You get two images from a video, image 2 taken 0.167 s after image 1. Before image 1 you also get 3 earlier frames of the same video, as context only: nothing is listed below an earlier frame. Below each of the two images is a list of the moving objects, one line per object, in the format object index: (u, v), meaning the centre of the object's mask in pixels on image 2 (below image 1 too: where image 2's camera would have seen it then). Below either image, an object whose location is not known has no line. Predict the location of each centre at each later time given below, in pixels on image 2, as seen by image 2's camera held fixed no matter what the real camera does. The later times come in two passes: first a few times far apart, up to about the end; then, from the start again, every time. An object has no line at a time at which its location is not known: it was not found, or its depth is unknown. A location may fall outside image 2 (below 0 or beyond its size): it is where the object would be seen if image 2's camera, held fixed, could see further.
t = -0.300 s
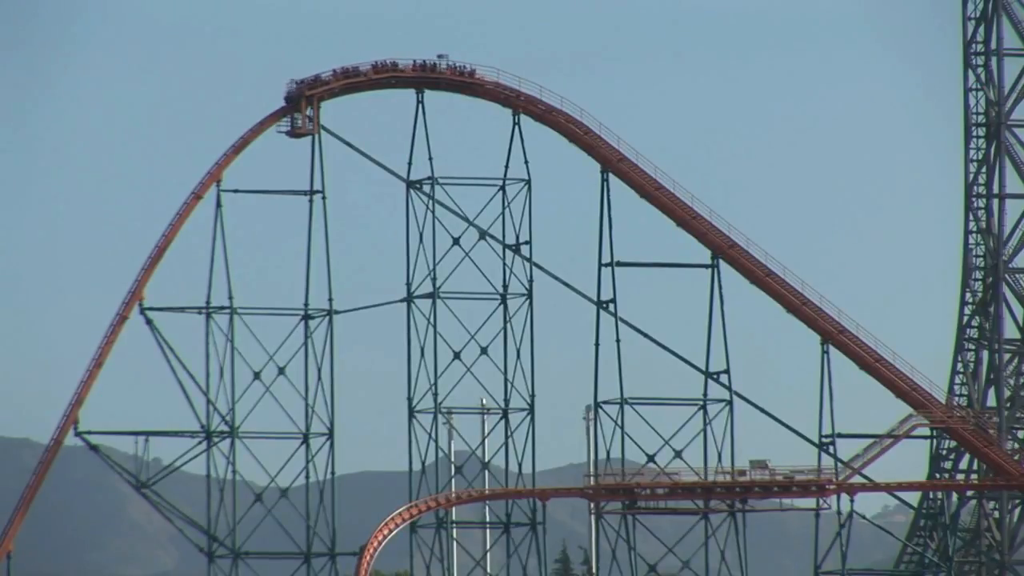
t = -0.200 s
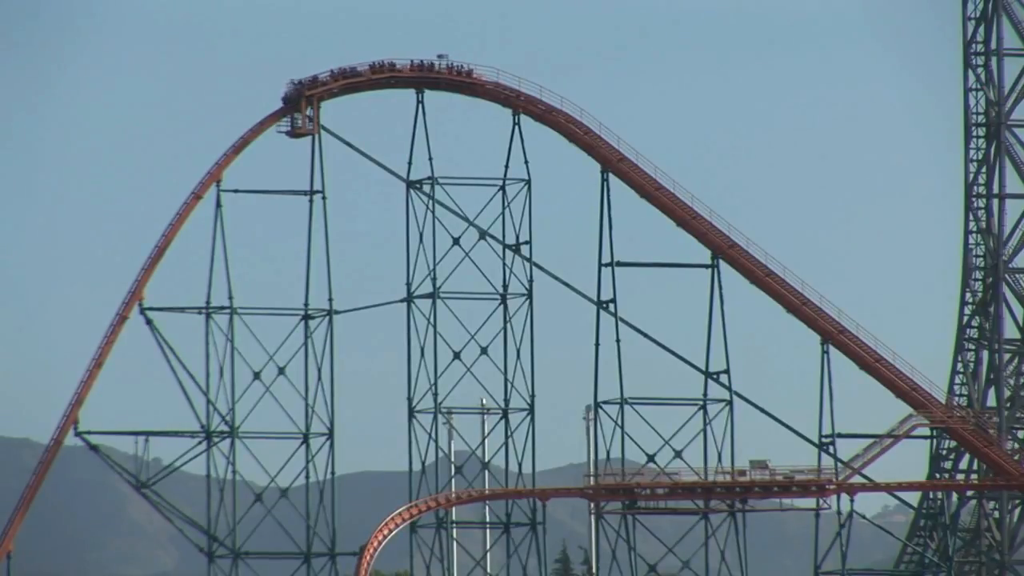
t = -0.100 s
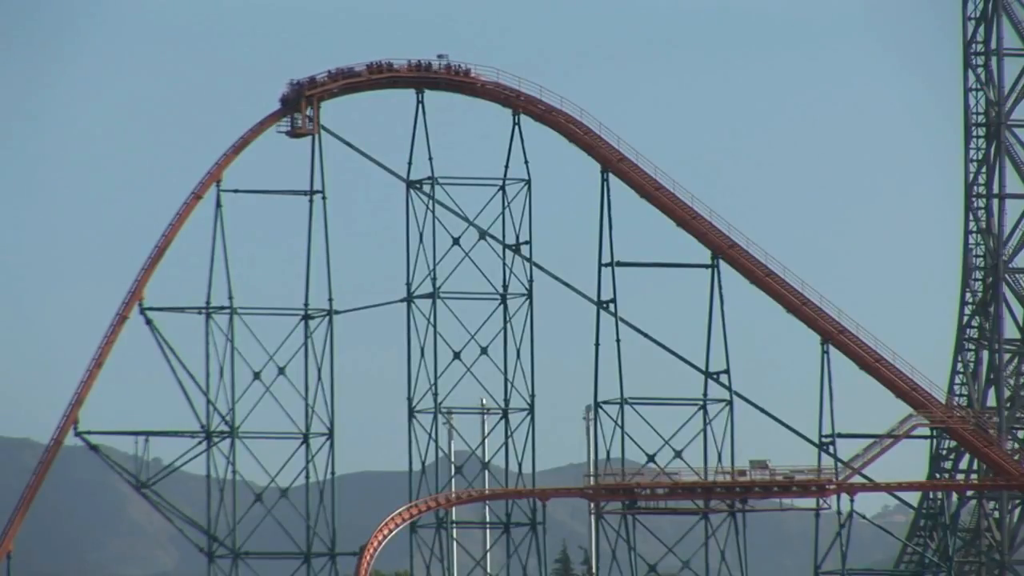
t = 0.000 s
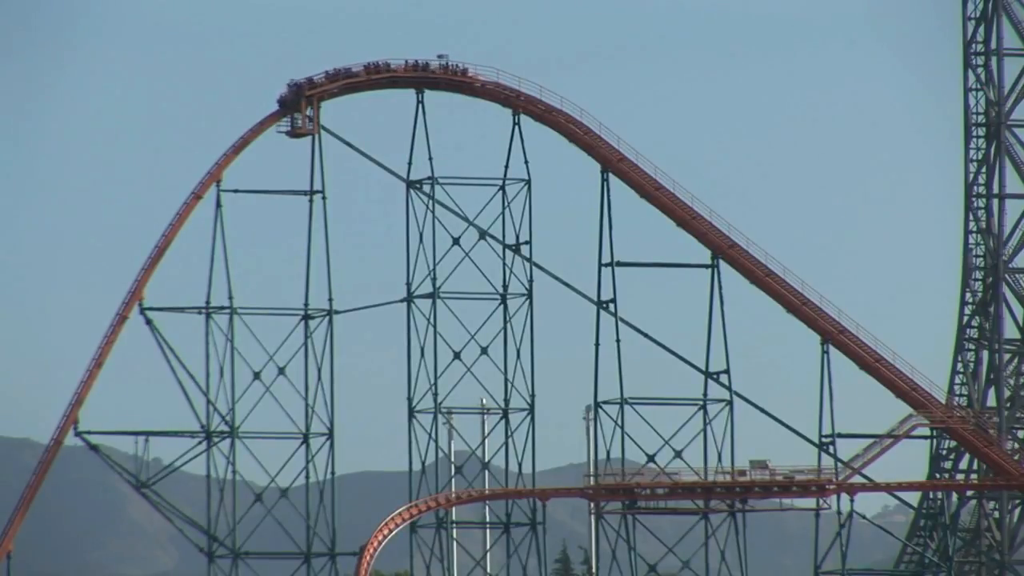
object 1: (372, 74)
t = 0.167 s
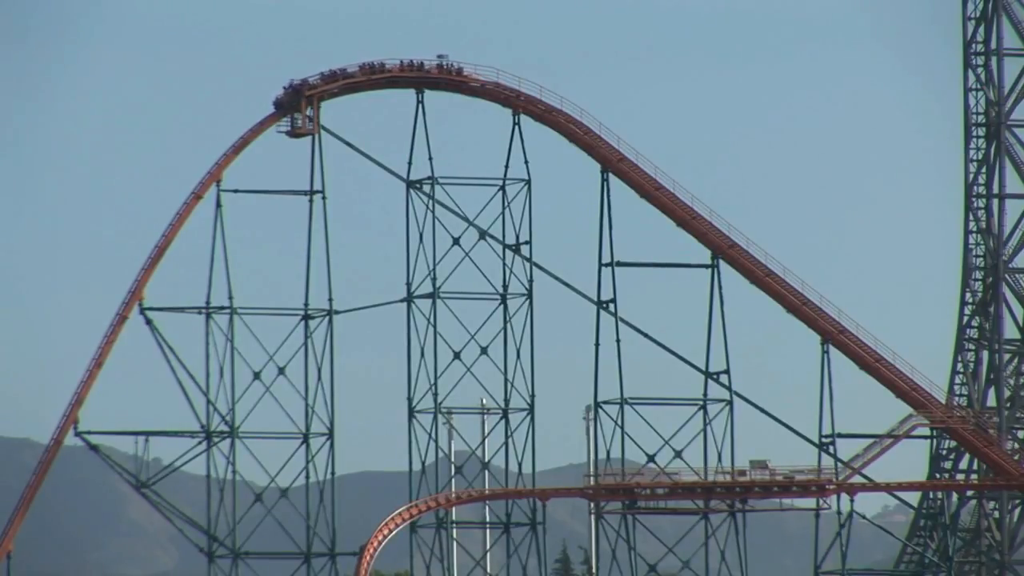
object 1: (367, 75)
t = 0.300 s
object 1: (361, 77)
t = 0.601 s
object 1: (352, 78)
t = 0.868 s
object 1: (345, 80)
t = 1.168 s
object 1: (335, 82)
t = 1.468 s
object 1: (324, 86)
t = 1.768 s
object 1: (288, 102)
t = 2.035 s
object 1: (268, 114)
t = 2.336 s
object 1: (244, 132)
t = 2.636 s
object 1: (220, 155)
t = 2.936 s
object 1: (192, 187)
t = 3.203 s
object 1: (164, 226)
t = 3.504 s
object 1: (131, 279)
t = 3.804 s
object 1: (96, 342)
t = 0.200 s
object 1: (366, 75)
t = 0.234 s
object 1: (364, 76)
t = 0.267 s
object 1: (362, 76)
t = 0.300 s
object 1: (361, 77)
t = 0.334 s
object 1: (361, 76)
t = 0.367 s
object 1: (361, 76)
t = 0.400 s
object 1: (360, 76)
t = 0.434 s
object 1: (359, 76)
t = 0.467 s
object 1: (357, 77)
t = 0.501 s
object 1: (355, 78)
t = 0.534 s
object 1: (354, 78)
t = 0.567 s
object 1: (352, 79)
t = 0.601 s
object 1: (352, 78)
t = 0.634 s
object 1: (352, 78)
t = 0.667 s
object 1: (351, 78)
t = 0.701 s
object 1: (349, 79)
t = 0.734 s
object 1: (349, 79)
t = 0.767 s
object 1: (347, 79)
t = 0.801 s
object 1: (348, 79)
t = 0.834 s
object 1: (346, 79)
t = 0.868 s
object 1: (345, 80)
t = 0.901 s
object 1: (342, 81)
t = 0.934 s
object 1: (342, 81)
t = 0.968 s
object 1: (341, 81)
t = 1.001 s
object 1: (339, 82)
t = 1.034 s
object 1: (338, 82)
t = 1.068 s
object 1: (338, 83)
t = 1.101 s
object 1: (337, 83)
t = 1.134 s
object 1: (337, 83)
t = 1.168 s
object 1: (335, 82)
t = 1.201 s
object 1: (335, 83)
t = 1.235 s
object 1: (334, 83)
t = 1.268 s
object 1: (333, 84)
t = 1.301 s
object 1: (330, 85)
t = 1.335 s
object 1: (329, 86)
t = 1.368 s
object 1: (326, 86)
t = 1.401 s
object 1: (327, 86)
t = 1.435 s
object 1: (326, 86)
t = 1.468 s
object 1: (324, 86)
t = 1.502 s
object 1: (320, 88)
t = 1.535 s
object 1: (322, 87)
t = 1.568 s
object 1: (319, 88)
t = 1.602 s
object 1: (306, 91)
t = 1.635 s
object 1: (296, 94)
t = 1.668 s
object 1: (291, 95)
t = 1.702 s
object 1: (292, 98)
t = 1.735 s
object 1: (290, 101)
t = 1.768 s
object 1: (288, 102)
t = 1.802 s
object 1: (285, 104)
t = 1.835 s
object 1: (282, 106)
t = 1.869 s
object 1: (280, 107)
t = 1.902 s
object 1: (278, 108)
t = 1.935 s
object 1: (276, 109)
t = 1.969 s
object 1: (273, 111)
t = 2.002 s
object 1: (269, 113)
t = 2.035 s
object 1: (268, 114)
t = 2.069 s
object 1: (265, 116)
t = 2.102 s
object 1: (264, 117)
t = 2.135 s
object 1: (262, 119)
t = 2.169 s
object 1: (260, 121)
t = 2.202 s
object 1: (256, 123)
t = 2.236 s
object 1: (253, 125)
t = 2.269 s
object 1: (251, 127)
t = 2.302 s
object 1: (245, 130)
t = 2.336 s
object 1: (244, 132)
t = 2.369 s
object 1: (240, 135)
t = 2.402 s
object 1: (238, 137)
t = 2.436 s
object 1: (237, 139)
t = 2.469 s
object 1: (234, 141)
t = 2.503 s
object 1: (230, 145)
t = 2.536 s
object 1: (229, 146)
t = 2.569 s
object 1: (226, 149)
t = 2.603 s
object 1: (223, 152)
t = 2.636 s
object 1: (220, 155)
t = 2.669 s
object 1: (218, 157)
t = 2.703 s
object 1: (215, 160)
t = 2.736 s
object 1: (211, 164)
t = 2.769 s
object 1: (206, 169)
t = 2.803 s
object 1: (206, 170)
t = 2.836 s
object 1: (201, 175)
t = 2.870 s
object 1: (198, 179)
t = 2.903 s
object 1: (196, 182)
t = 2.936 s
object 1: (192, 187)
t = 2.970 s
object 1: (189, 191)
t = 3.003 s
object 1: (185, 196)
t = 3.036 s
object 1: (182, 200)
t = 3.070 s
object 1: (178, 205)
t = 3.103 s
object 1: (175, 209)
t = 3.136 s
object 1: (171, 214)
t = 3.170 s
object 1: (168, 220)
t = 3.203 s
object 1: (164, 226)
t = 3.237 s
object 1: (160, 231)
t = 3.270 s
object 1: (156, 237)
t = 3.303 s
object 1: (153, 243)
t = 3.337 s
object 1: (149, 248)
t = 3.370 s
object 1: (146, 254)
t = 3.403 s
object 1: (142, 261)
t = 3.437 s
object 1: (138, 266)
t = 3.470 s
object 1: (134, 273)
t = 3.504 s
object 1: (131, 279)
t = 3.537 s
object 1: (127, 285)
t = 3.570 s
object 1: (123, 292)
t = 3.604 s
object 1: (120, 299)
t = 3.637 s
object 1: (116, 305)
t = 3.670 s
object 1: (112, 312)
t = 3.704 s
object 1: (108, 320)
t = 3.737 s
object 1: (104, 327)
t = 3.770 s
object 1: (100, 334)
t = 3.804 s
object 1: (96, 342)
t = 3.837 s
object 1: (92, 350)
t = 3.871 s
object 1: (88, 357)
